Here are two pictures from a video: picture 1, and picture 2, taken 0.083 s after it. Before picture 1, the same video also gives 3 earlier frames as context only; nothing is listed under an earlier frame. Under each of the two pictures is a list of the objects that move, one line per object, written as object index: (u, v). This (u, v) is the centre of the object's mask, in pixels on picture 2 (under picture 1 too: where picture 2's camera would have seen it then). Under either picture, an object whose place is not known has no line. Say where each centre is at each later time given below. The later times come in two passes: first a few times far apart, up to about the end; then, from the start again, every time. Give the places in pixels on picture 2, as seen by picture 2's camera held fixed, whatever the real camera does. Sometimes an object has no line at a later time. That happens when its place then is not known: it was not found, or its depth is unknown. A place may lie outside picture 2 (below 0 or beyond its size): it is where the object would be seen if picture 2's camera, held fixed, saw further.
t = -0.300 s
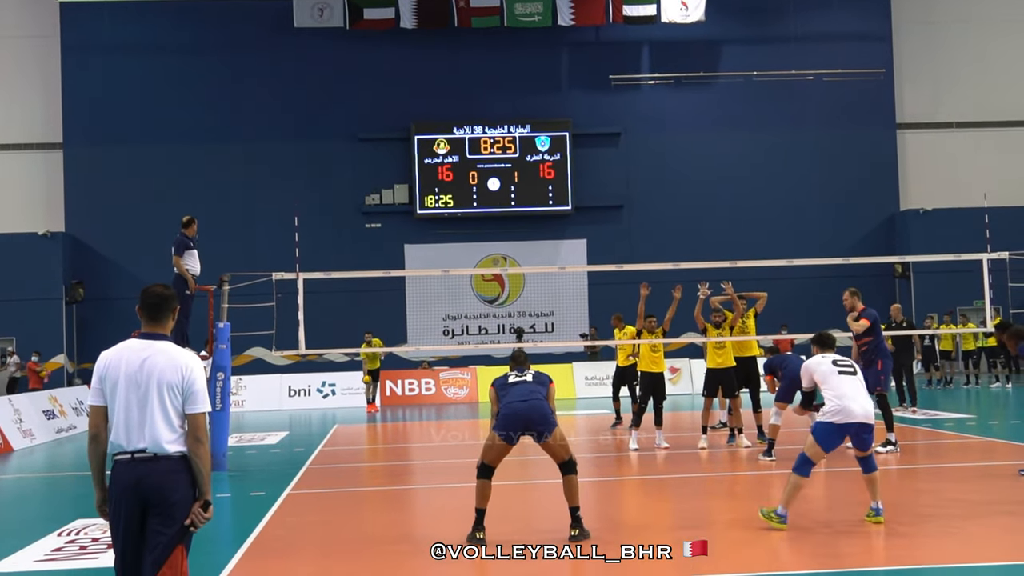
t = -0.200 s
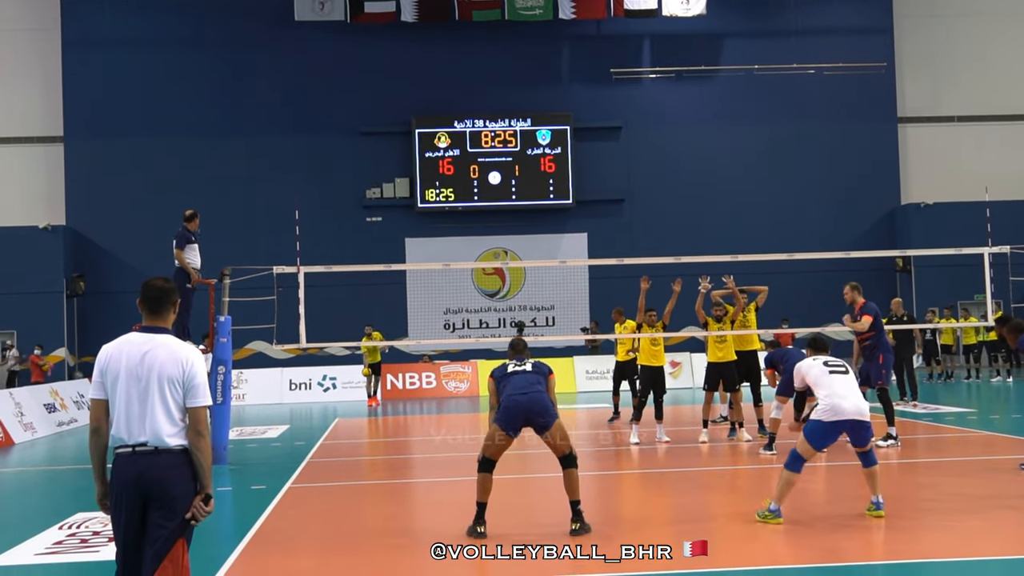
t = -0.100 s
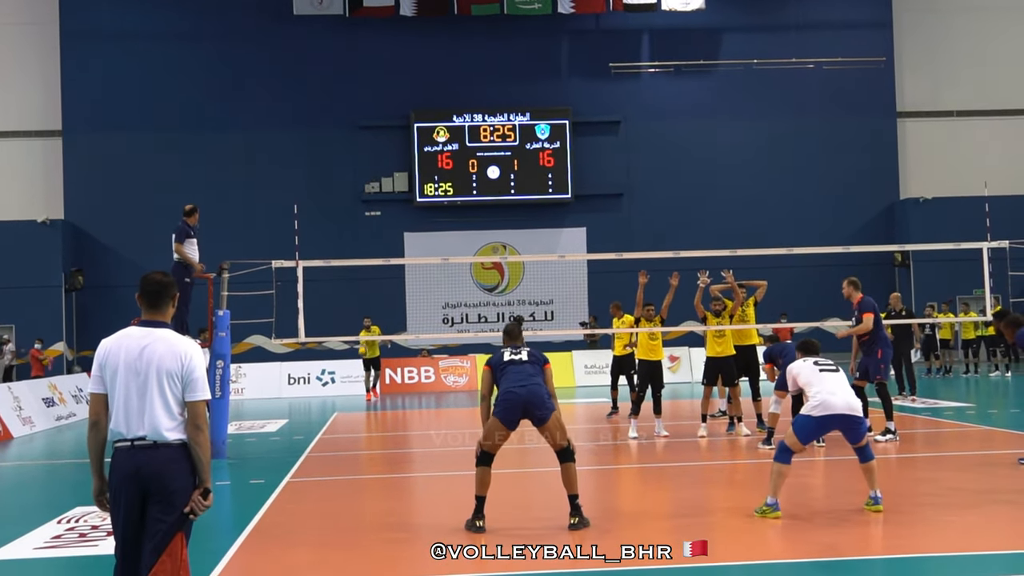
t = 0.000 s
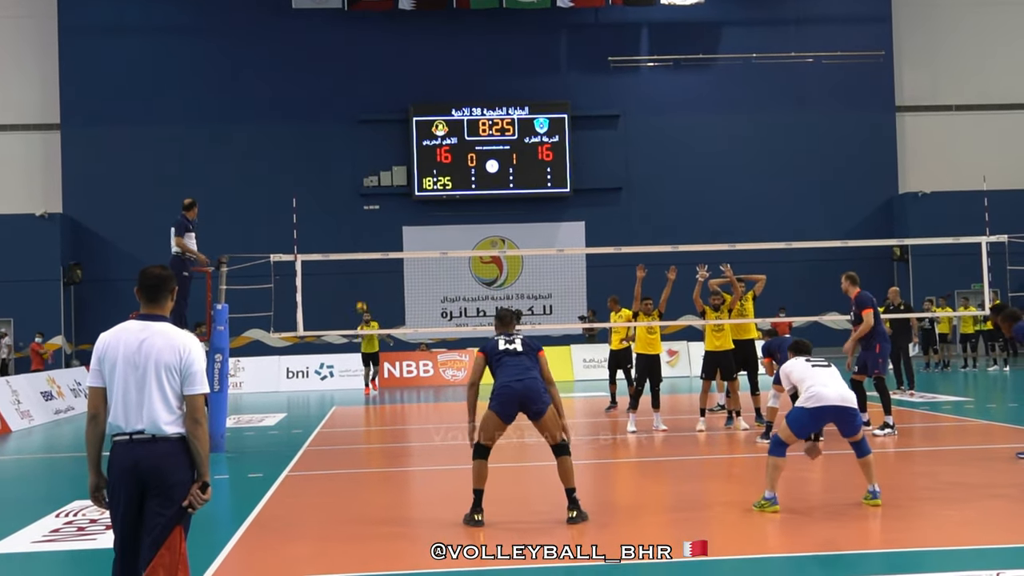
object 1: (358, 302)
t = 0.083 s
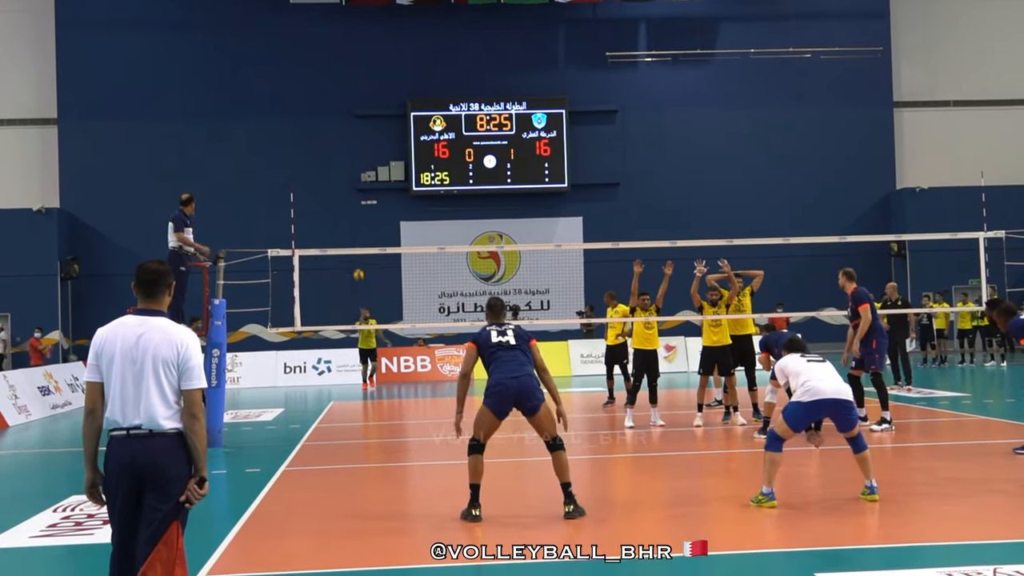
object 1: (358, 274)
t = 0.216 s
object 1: (357, 232)
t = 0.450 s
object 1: (356, 183)
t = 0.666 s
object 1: (357, 159)
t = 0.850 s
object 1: (357, 154)
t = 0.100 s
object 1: (359, 267)
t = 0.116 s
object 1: (358, 261)
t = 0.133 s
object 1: (358, 259)
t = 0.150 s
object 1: (359, 256)
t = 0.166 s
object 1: (358, 244)
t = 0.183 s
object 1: (358, 243)
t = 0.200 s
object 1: (357, 237)
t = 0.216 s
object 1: (357, 232)
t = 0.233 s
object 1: (357, 229)
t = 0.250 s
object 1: (358, 224)
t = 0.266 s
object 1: (358, 219)
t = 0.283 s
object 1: (358, 216)
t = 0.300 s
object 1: (358, 210)
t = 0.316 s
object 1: (358, 207)
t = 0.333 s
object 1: (358, 206)
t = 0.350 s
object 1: (358, 201)
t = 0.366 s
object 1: (357, 196)
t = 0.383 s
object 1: (357, 195)
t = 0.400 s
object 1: (357, 191)
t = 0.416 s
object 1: (357, 188)
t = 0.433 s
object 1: (357, 186)
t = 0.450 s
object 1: (356, 183)
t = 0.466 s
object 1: (356, 180)
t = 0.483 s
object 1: (356, 178)
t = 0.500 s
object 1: (356, 176)
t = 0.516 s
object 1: (357, 173)
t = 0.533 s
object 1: (356, 172)
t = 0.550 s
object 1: (357, 169)
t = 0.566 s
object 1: (356, 167)
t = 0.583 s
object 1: (356, 166)
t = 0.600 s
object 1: (356, 164)
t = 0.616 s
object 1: (357, 162)
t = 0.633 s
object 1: (357, 161)
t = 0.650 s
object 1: (357, 160)
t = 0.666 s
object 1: (357, 159)
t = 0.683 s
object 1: (357, 158)
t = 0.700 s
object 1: (357, 157)
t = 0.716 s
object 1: (357, 156)
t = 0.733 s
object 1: (357, 155)
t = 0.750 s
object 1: (357, 155)
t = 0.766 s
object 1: (357, 154)
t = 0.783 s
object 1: (357, 154)
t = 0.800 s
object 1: (357, 154)
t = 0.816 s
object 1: (357, 154)
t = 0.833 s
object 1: (357, 154)
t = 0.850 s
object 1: (357, 154)
